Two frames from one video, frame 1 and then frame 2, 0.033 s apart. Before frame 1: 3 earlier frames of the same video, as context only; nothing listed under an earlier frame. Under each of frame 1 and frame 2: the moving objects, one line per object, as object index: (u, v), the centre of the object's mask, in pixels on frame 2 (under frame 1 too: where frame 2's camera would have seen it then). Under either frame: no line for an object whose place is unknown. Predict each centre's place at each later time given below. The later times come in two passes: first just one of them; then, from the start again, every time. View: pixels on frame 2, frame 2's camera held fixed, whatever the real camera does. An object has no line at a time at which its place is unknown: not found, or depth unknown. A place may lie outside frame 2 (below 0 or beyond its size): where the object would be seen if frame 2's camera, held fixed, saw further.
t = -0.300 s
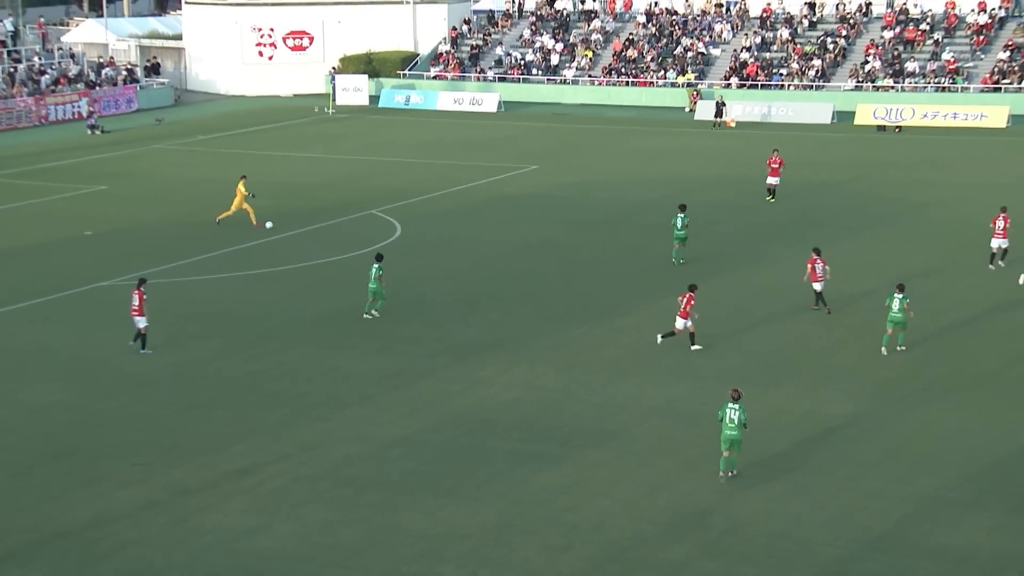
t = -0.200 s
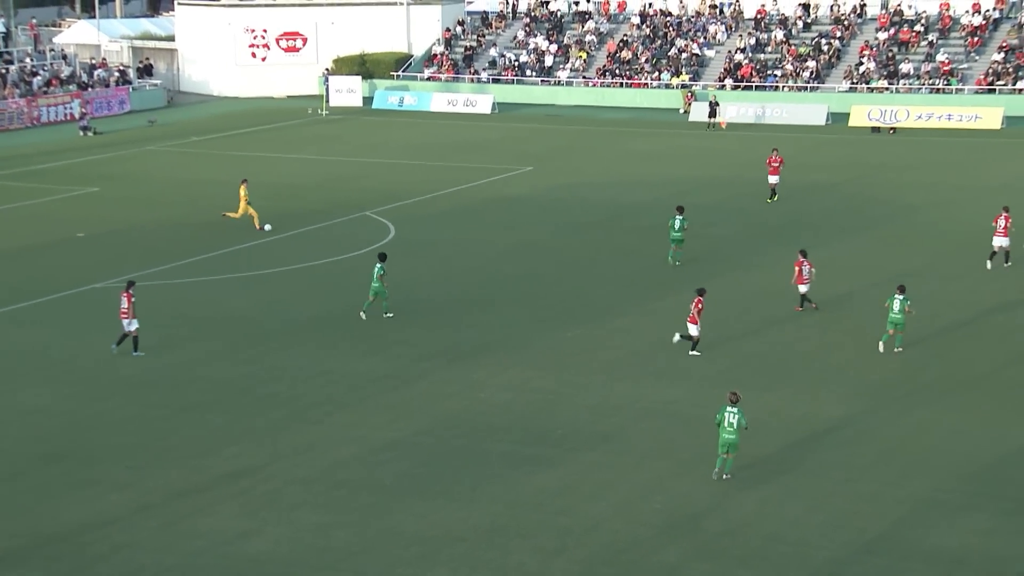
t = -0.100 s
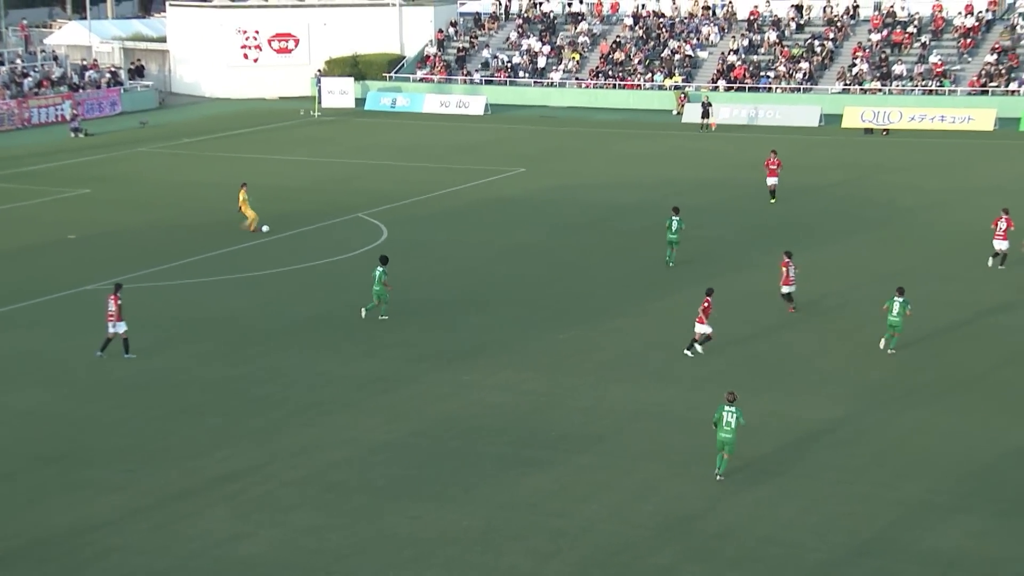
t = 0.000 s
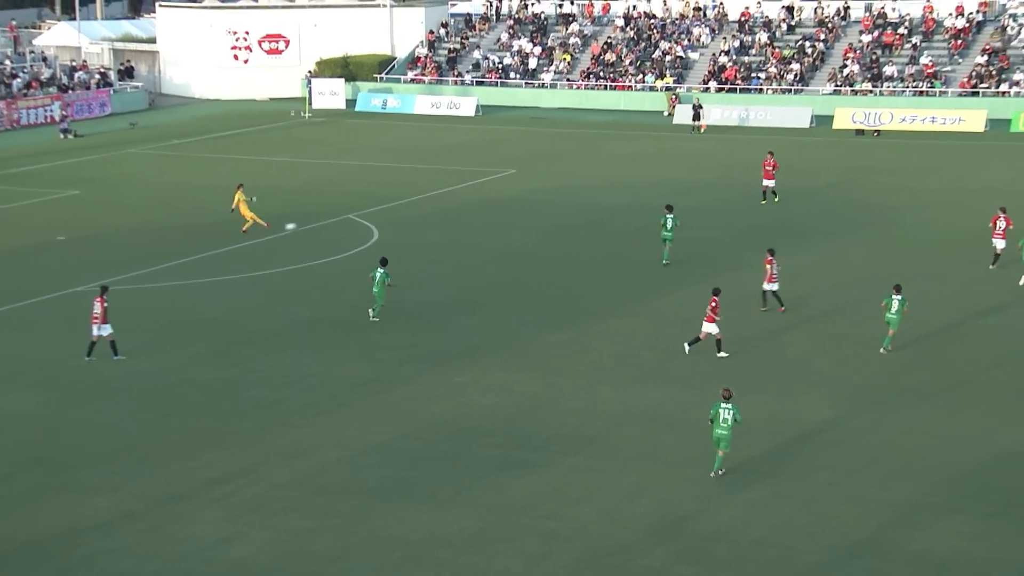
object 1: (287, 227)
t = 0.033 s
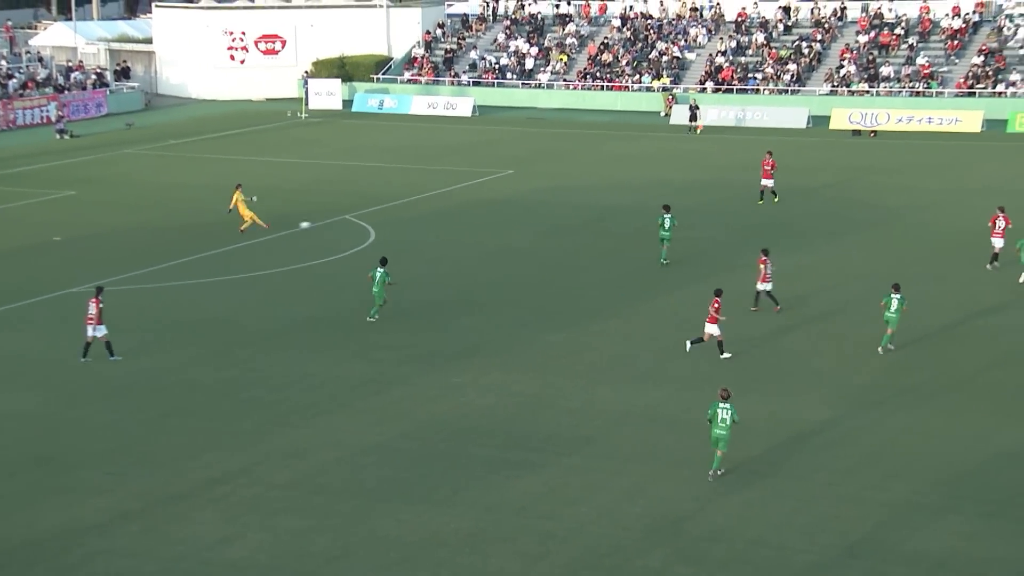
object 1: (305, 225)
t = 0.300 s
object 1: (435, 219)
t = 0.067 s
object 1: (322, 223)
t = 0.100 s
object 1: (339, 222)
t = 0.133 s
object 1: (355, 222)
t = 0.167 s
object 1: (373, 222)
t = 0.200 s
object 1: (389, 222)
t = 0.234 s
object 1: (405, 222)
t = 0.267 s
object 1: (420, 221)
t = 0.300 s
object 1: (435, 219)
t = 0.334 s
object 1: (449, 218)
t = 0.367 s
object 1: (463, 217)
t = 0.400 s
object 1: (477, 216)
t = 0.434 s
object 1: (490, 217)
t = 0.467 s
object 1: (503, 216)
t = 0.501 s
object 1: (516, 214)
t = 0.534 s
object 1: (528, 213)
